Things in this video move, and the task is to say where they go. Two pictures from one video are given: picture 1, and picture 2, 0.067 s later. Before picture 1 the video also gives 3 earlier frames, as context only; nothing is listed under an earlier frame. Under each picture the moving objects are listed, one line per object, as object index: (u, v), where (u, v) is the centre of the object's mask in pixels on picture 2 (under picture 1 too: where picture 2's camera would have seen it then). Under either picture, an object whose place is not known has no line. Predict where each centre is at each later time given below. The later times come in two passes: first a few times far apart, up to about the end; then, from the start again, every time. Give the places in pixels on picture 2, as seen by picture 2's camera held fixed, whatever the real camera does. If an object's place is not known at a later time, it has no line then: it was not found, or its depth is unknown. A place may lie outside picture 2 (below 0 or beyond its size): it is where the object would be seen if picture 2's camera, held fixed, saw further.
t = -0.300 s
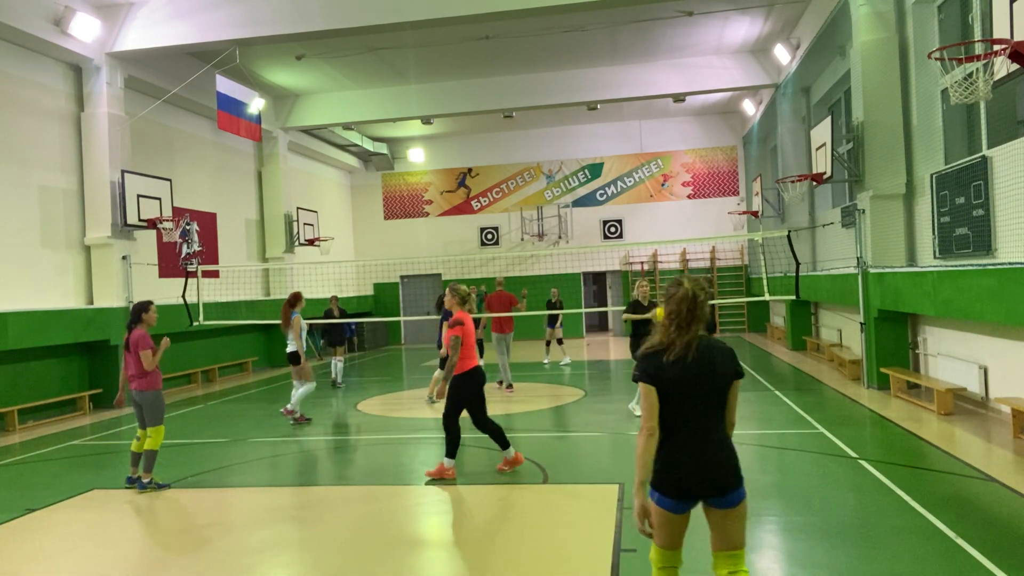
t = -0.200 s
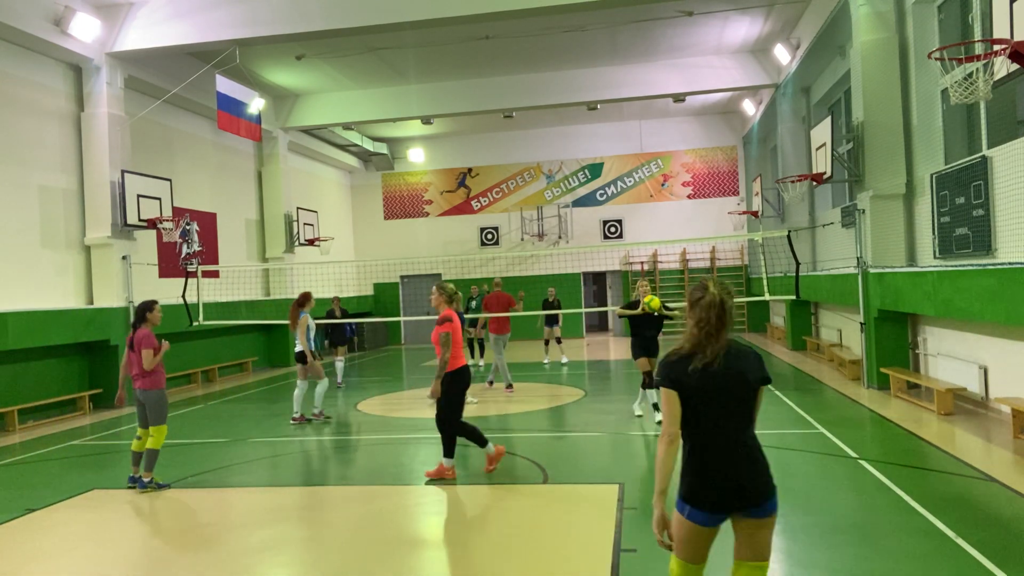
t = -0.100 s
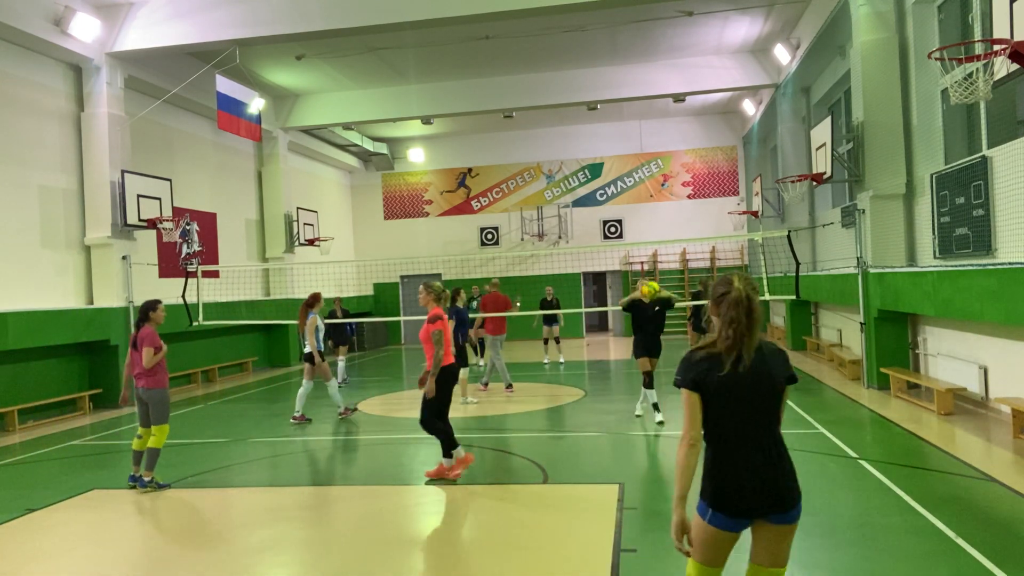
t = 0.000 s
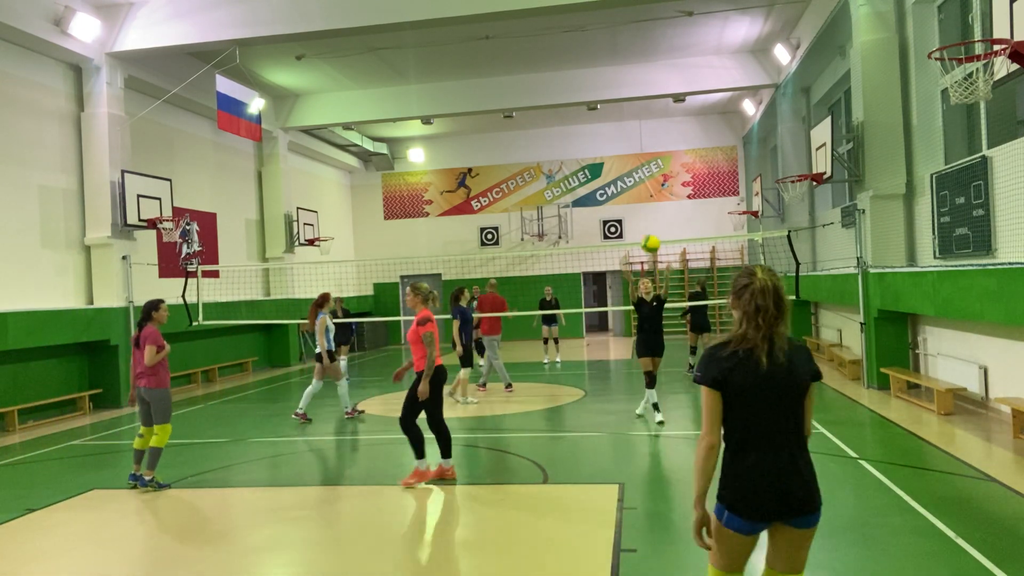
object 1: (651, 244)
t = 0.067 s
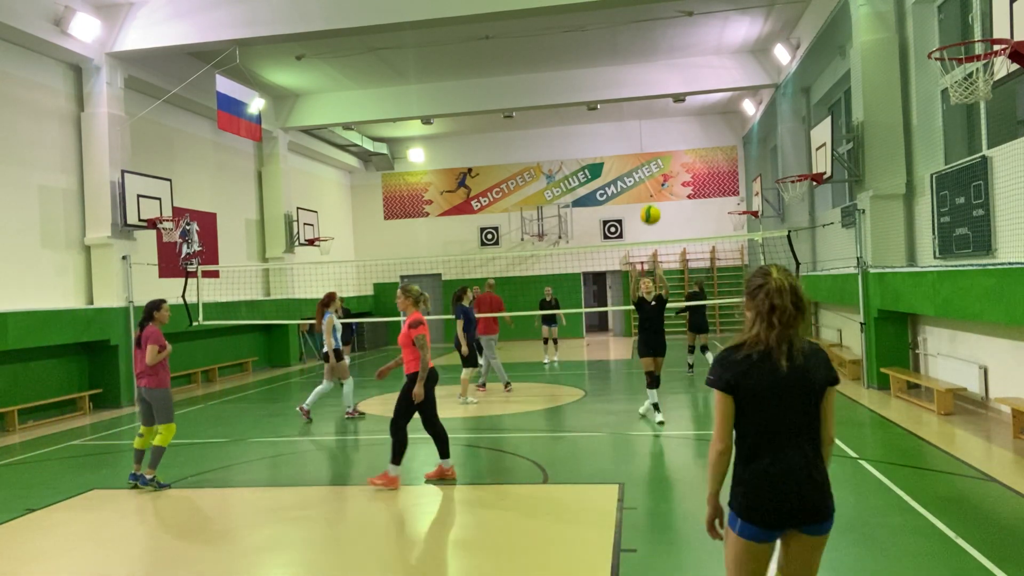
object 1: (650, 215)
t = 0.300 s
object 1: (655, 124)
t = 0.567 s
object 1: (671, 72)
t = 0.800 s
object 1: (707, 132)
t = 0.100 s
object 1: (650, 200)
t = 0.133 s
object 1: (651, 186)
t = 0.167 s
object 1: (651, 172)
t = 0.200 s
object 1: (651, 160)
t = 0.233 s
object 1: (653, 147)
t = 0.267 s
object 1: (654, 135)
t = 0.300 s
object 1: (655, 124)
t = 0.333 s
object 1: (656, 114)
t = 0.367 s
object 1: (658, 104)
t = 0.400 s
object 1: (659, 96)
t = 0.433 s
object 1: (661, 88)
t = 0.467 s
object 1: (663, 82)
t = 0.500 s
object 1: (666, 77)
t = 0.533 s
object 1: (668, 74)
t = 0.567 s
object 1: (671, 72)
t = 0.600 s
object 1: (675, 73)
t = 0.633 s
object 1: (679, 75)
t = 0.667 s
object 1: (683, 80)
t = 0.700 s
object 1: (688, 87)
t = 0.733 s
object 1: (694, 99)
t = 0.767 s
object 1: (699, 113)
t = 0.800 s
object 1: (707, 132)
